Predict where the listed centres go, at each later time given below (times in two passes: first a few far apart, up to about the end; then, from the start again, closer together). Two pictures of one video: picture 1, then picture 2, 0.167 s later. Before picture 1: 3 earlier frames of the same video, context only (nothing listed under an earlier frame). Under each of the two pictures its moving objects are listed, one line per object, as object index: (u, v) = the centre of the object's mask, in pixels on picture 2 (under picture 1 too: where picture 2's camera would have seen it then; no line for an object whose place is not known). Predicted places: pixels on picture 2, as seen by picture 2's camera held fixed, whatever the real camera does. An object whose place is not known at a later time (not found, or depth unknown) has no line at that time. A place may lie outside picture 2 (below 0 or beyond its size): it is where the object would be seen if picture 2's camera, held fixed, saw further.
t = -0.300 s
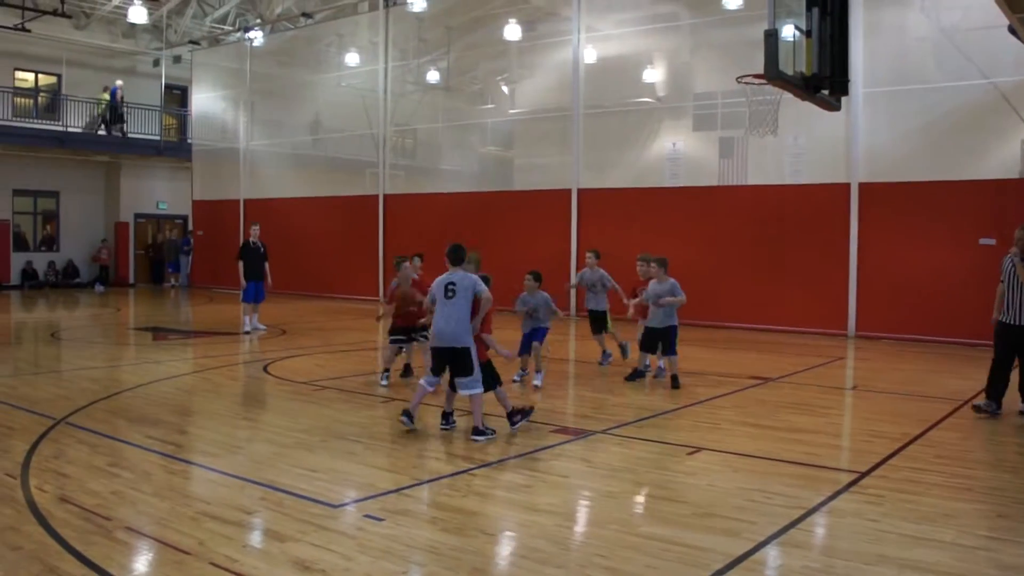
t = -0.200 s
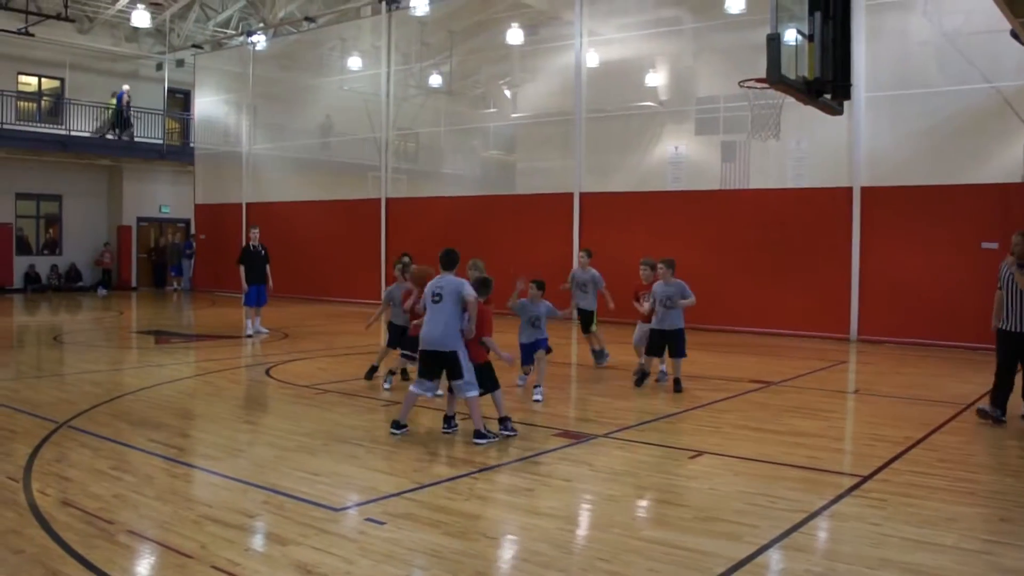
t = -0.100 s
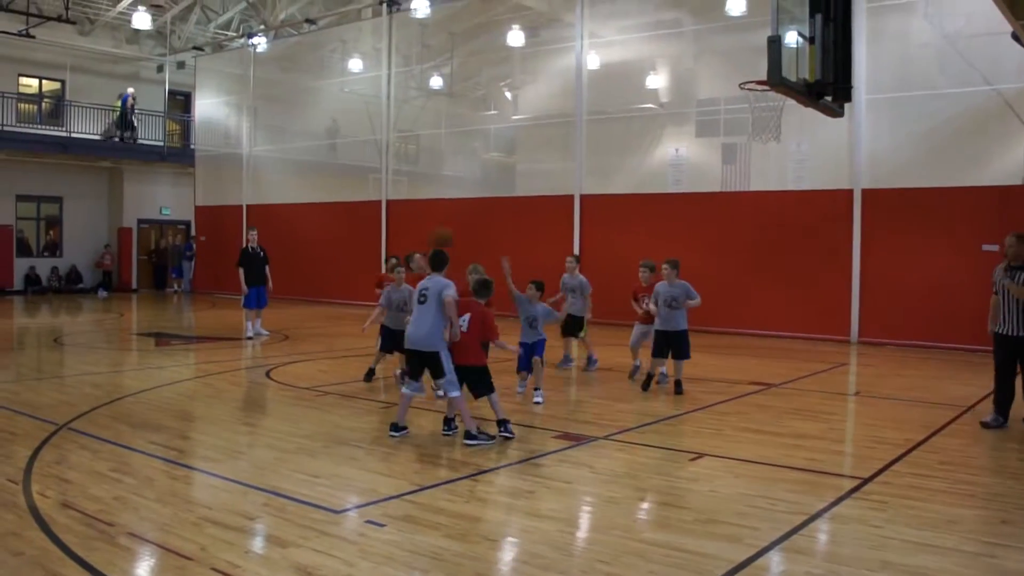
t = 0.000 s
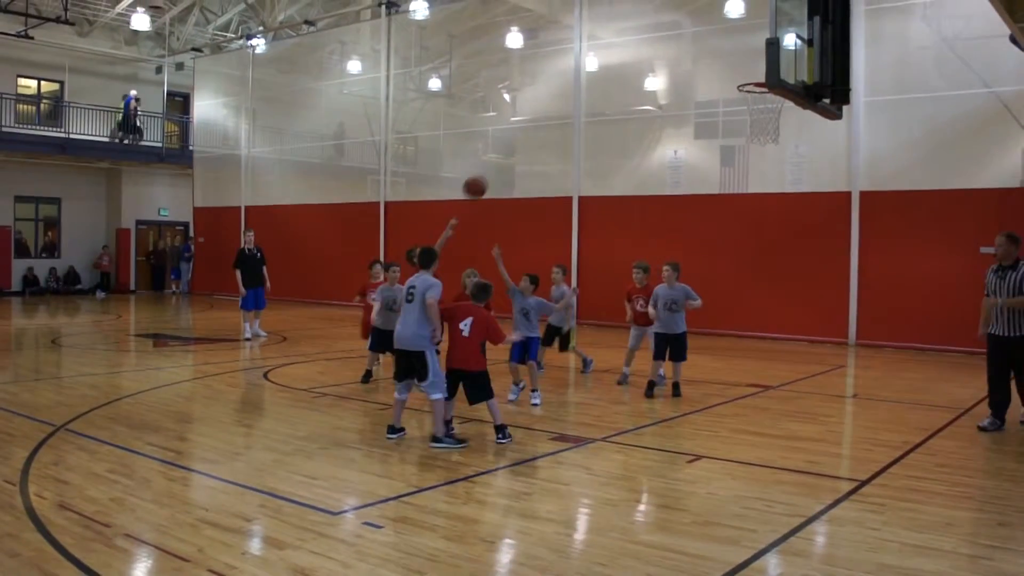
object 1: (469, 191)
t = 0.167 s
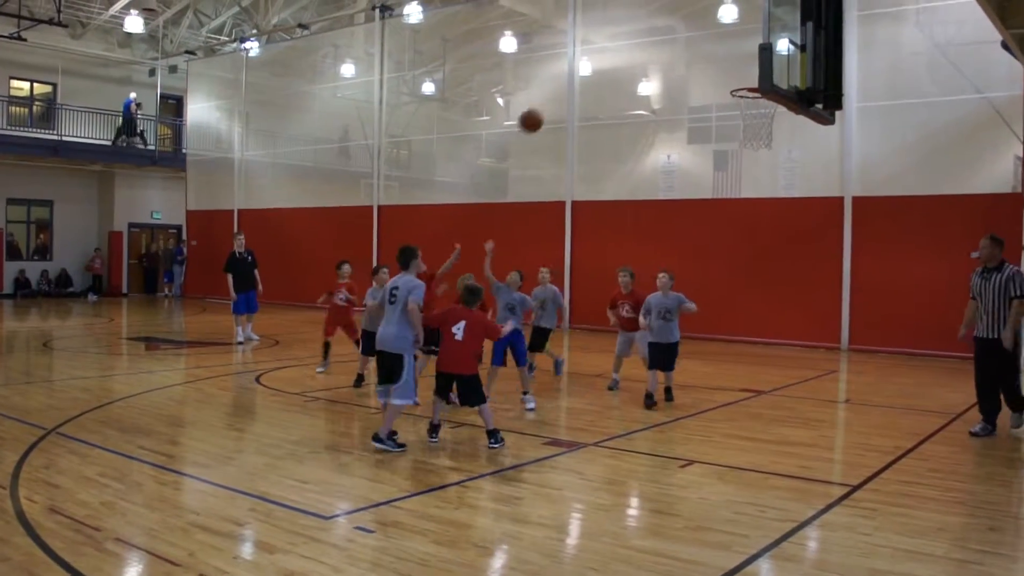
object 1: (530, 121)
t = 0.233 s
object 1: (555, 100)
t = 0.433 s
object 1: (631, 66)
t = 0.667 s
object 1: (720, 79)
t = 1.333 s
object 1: (752, 94)
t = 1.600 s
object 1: (739, 167)
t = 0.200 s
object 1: (543, 110)
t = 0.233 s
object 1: (555, 100)
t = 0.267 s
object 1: (568, 92)
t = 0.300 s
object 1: (580, 85)
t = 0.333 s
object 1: (593, 79)
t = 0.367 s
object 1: (605, 73)
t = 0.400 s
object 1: (618, 69)
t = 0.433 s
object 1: (631, 66)
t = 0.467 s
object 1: (644, 65)
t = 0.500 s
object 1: (656, 64)
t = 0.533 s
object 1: (669, 65)
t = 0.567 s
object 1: (682, 66)
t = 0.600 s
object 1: (695, 69)
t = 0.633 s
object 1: (707, 74)
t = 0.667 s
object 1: (720, 79)
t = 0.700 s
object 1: (729, 80)
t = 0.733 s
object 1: (734, 74)
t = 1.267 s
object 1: (754, 84)
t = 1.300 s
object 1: (752, 86)
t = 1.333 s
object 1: (752, 94)
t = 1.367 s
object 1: (752, 102)
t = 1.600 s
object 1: (739, 167)
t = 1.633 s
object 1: (737, 180)
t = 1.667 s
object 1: (737, 193)
